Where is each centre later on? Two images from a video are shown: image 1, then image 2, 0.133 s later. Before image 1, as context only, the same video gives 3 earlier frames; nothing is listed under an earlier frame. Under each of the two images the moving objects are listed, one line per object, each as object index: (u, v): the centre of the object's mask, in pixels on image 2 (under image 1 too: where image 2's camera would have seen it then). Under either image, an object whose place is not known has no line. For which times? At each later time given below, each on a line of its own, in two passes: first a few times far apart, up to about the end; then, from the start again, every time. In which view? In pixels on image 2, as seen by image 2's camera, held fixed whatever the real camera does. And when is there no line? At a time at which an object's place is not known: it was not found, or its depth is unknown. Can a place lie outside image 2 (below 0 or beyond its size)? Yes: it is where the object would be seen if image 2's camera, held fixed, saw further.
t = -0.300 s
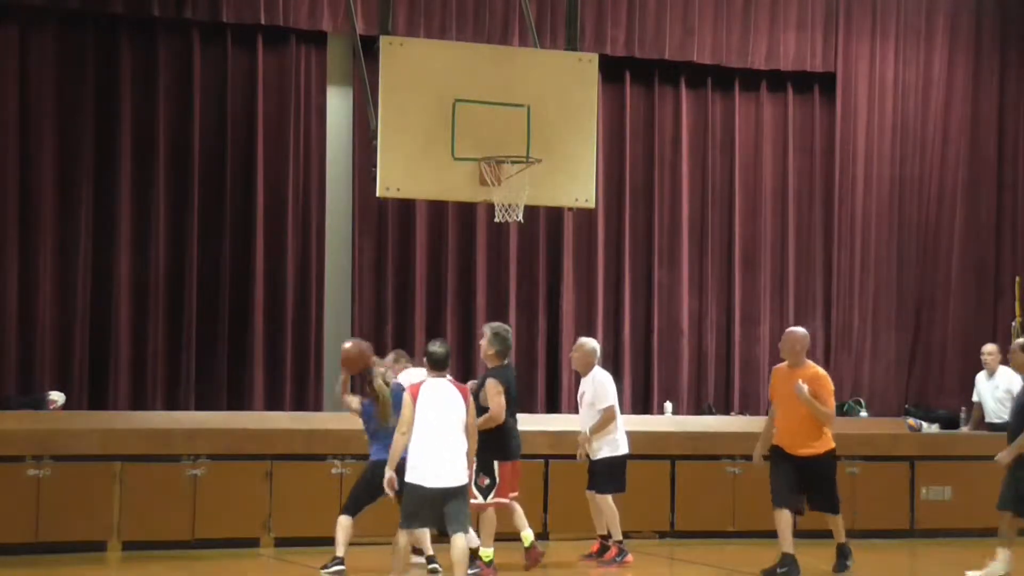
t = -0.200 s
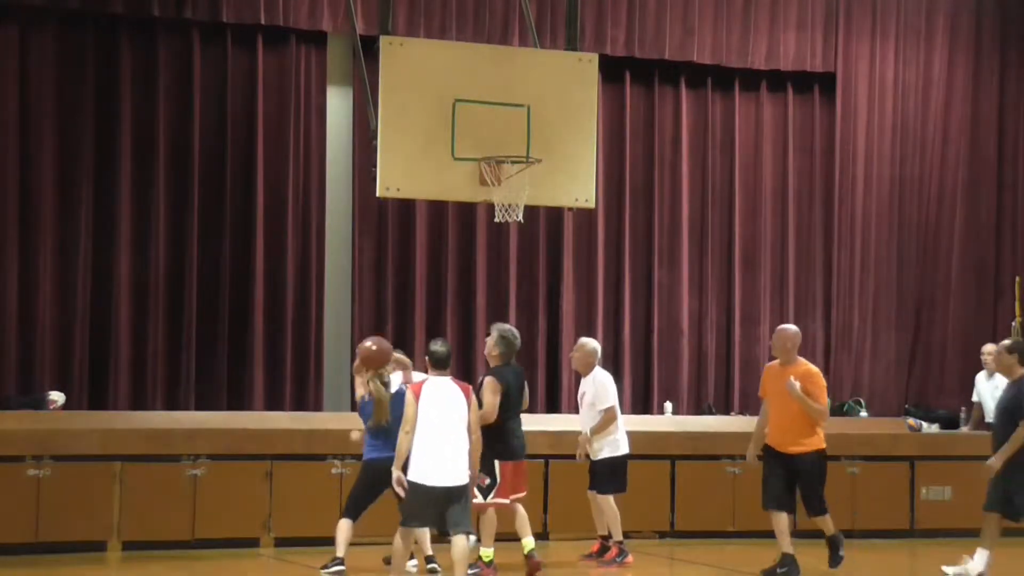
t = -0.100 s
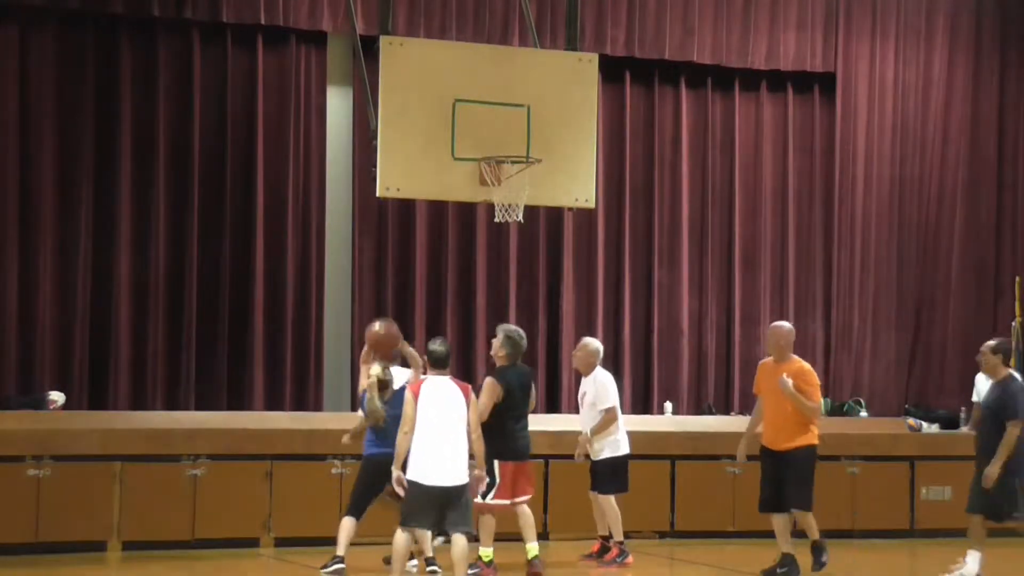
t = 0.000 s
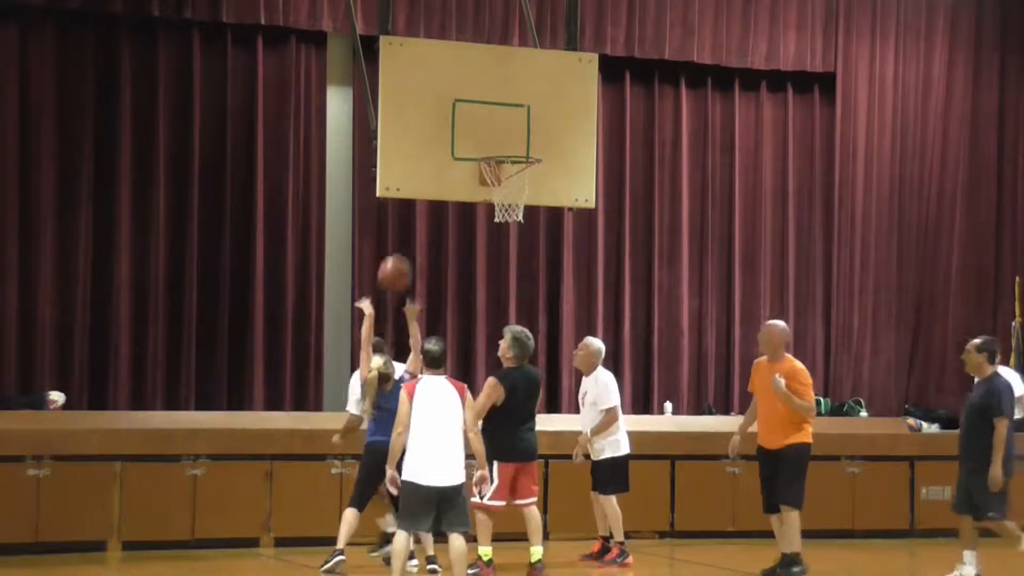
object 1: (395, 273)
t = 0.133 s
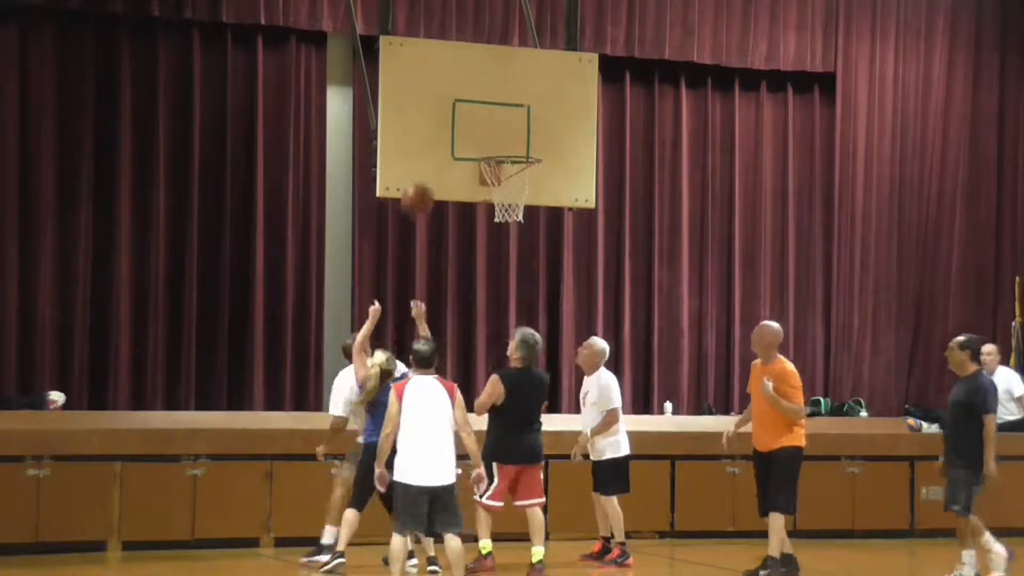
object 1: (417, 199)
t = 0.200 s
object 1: (428, 171)
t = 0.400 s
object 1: (459, 125)
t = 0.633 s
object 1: (490, 134)
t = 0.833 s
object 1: (520, 185)
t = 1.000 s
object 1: (532, 232)
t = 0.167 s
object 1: (423, 185)
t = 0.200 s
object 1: (428, 171)
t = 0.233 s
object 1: (433, 160)
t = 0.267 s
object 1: (438, 150)
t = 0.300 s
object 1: (444, 141)
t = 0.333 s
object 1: (449, 135)
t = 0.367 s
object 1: (454, 129)
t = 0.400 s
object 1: (459, 125)
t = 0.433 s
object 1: (463, 123)
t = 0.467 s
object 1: (468, 122)
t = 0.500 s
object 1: (472, 122)
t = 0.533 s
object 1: (477, 124)
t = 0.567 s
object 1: (481, 127)
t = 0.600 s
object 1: (486, 130)
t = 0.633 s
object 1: (490, 134)
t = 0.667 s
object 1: (496, 139)
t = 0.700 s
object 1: (500, 145)
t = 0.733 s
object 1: (505, 150)
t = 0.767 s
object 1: (509, 162)
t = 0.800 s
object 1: (517, 173)
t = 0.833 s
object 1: (520, 185)
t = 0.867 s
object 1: (523, 197)
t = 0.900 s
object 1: (527, 206)
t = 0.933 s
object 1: (529, 212)
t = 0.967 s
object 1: (530, 221)
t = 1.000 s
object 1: (532, 232)
